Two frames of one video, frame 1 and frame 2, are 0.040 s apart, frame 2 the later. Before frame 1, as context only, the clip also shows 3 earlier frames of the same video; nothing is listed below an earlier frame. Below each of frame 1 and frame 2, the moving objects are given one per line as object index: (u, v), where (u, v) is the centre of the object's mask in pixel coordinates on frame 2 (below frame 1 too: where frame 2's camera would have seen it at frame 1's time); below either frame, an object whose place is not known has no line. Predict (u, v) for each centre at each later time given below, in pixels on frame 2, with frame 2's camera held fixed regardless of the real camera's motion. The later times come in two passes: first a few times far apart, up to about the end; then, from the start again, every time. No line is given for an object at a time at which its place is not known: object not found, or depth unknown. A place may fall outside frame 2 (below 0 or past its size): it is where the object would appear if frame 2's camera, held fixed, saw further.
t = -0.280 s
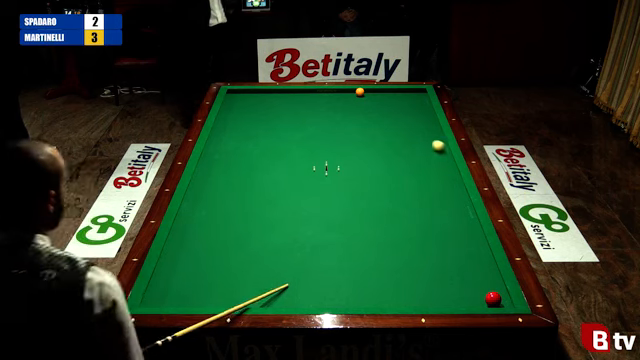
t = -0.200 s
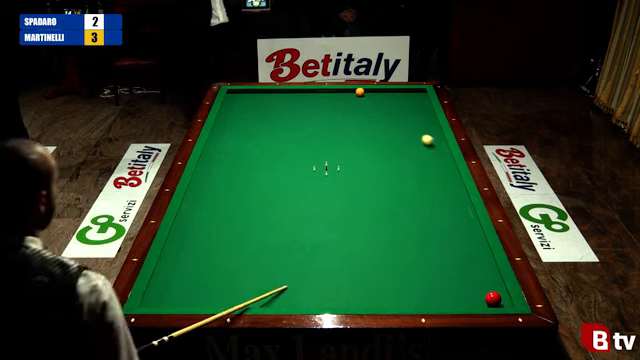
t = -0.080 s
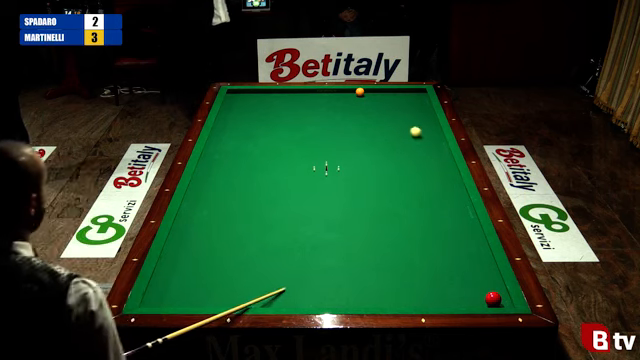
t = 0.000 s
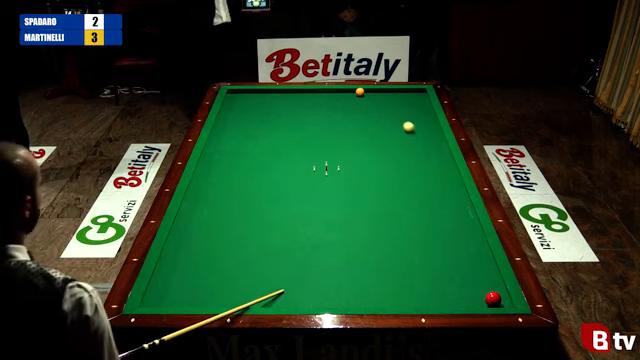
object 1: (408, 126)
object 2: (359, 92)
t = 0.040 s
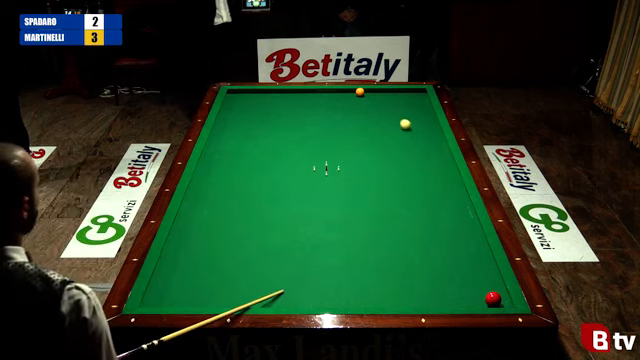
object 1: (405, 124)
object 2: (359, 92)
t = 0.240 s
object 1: (389, 112)
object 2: (359, 92)
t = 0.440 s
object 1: (375, 101)
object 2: (359, 92)
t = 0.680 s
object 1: (366, 93)
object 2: (354, 91)
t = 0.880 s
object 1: (367, 91)
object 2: (348, 96)
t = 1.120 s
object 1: (368, 91)
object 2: (342, 101)
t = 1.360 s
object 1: (369, 93)
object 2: (336, 107)
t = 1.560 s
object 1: (371, 95)
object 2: (330, 112)
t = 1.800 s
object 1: (372, 97)
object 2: (324, 118)
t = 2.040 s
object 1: (373, 98)
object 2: (316, 124)
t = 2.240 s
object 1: (374, 100)
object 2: (310, 129)
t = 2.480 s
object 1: (375, 102)
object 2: (303, 136)
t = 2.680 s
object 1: (376, 103)
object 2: (297, 141)
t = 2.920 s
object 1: (377, 104)
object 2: (289, 148)
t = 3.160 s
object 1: (379, 106)
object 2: (282, 155)
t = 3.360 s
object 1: (379, 107)
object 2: (275, 161)
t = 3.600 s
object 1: (380, 108)
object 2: (268, 168)
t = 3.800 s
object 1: (381, 109)
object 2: (261, 174)
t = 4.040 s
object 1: (382, 110)
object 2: (253, 181)
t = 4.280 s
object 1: (383, 111)
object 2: (245, 189)
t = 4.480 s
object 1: (383, 112)
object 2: (238, 195)
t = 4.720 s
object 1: (383, 112)
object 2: (230, 203)
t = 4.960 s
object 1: (384, 113)
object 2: (221, 210)
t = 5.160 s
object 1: (384, 114)
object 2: (214, 217)
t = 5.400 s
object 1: (385, 114)
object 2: (205, 224)
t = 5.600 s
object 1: (385, 114)
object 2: (198, 231)
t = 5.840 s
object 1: (386, 114)
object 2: (190, 239)
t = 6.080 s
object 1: (386, 114)
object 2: (181, 247)
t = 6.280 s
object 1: (386, 114)
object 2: (174, 254)
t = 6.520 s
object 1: (386, 114)
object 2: (165, 262)
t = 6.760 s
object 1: (386, 114)
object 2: (164, 269)
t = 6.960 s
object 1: (386, 114)
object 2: (164, 275)
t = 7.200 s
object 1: (386, 114)
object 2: (164, 282)
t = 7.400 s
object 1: (386, 114)
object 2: (165, 288)
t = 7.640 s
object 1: (386, 114)
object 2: (165, 295)
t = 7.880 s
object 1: (386, 115)
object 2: (165, 300)
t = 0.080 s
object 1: (402, 122)
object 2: (359, 92)
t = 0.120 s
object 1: (398, 119)
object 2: (359, 92)
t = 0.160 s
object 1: (395, 117)
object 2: (359, 92)
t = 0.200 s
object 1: (392, 114)
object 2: (359, 92)
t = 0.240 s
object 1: (389, 112)
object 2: (359, 92)
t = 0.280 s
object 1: (386, 110)
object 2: (359, 92)
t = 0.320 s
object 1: (383, 108)
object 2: (359, 92)
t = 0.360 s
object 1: (380, 106)
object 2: (359, 92)
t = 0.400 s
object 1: (377, 104)
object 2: (359, 92)
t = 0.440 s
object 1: (375, 101)
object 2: (359, 92)
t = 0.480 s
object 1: (372, 100)
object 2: (359, 92)
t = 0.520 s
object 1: (369, 97)
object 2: (359, 92)
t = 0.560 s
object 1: (367, 95)
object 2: (359, 92)
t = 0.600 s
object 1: (365, 94)
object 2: (358, 91)
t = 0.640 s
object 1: (365, 94)
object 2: (356, 90)
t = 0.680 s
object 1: (366, 93)
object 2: (354, 91)
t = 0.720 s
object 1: (366, 93)
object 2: (353, 92)
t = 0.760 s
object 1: (366, 92)
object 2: (352, 93)
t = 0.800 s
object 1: (366, 92)
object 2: (351, 94)
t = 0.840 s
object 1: (366, 91)
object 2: (349, 95)
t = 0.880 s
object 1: (367, 91)
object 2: (348, 96)
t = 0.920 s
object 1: (367, 90)
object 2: (347, 96)
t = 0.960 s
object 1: (367, 90)
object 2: (346, 98)
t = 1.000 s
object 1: (367, 90)
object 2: (345, 98)
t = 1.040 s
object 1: (367, 91)
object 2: (344, 99)
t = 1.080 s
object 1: (368, 91)
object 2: (343, 100)
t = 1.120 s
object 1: (368, 91)
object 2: (342, 101)
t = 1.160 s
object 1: (368, 92)
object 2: (341, 102)
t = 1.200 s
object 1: (368, 92)
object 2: (340, 103)
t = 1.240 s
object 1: (368, 92)
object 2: (339, 104)
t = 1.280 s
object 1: (369, 92)
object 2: (338, 105)
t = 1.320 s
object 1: (369, 93)
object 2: (337, 106)
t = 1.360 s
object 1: (369, 93)
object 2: (336, 107)
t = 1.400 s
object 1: (369, 93)
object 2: (334, 108)
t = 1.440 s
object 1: (370, 94)
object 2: (333, 109)
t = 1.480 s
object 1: (370, 94)
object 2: (332, 110)
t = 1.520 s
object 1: (370, 94)
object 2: (331, 111)
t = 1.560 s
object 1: (371, 95)
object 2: (330, 112)
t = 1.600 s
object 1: (370, 95)
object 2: (329, 113)
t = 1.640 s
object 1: (371, 96)
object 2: (328, 114)
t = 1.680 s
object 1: (371, 96)
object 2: (327, 115)
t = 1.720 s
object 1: (371, 96)
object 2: (326, 116)
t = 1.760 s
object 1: (372, 96)
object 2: (324, 117)
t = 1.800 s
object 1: (372, 97)
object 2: (324, 118)
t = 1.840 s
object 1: (372, 97)
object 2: (322, 119)
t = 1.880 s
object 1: (372, 97)
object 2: (321, 120)
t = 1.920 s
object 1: (372, 98)
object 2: (320, 121)
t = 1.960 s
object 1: (372, 98)
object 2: (319, 122)
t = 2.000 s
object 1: (373, 98)
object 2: (318, 123)
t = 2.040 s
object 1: (373, 98)
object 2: (316, 124)
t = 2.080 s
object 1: (373, 99)
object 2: (315, 126)
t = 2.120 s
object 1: (374, 99)
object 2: (314, 126)
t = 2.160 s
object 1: (374, 99)
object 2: (313, 128)
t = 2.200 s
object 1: (374, 100)
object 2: (311, 128)
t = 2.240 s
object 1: (374, 100)
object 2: (310, 129)
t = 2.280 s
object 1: (374, 100)
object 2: (309, 130)
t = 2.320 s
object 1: (375, 100)
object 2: (308, 132)
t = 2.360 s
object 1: (375, 101)
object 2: (307, 133)
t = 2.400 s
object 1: (375, 101)
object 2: (306, 134)
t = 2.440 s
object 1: (375, 101)
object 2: (304, 135)
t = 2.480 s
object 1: (375, 102)
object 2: (303, 136)
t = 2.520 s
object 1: (376, 102)
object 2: (302, 137)
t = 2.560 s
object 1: (376, 102)
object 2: (301, 138)
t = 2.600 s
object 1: (376, 102)
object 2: (300, 139)
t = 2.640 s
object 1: (376, 103)
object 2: (298, 140)
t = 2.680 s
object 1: (376, 103)
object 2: (297, 141)
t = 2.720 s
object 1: (377, 103)
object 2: (296, 143)
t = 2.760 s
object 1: (377, 103)
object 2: (294, 144)
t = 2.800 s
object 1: (377, 104)
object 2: (293, 145)
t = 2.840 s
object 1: (377, 104)
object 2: (292, 146)
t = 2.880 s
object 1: (377, 104)
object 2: (291, 147)
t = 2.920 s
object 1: (377, 104)
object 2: (289, 148)
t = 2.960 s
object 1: (378, 105)
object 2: (288, 150)
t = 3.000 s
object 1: (378, 105)
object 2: (287, 151)
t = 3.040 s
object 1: (378, 105)
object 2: (286, 152)
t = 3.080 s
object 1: (378, 105)
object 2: (285, 153)
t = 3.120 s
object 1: (378, 106)
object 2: (283, 154)
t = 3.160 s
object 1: (379, 106)
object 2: (282, 155)
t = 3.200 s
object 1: (379, 106)
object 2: (281, 156)
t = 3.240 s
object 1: (379, 106)
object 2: (279, 157)
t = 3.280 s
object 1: (379, 106)
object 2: (278, 159)
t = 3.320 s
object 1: (379, 107)
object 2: (277, 160)
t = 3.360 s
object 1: (379, 107)
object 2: (275, 161)
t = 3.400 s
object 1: (379, 107)
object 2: (274, 162)
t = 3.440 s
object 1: (380, 107)
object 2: (273, 163)
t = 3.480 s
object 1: (380, 107)
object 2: (272, 164)
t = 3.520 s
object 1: (380, 108)
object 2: (270, 166)
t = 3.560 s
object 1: (380, 108)
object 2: (269, 167)
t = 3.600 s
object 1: (380, 108)
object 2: (268, 168)
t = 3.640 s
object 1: (381, 108)
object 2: (266, 169)
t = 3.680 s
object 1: (381, 108)
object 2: (265, 170)
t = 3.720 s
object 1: (381, 109)
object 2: (264, 172)
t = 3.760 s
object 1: (381, 109)
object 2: (262, 173)
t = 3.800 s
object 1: (381, 109)
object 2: (261, 174)
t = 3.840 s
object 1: (381, 109)
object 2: (260, 175)
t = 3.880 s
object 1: (381, 109)
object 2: (258, 176)
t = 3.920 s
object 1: (381, 109)
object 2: (257, 177)
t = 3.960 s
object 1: (382, 110)
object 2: (256, 179)
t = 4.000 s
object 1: (382, 110)
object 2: (254, 180)
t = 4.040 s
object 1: (382, 110)
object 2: (253, 181)
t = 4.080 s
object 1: (382, 110)
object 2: (252, 183)
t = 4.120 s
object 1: (382, 110)
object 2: (250, 184)
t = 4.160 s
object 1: (382, 110)
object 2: (249, 185)
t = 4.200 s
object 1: (382, 111)
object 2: (248, 186)
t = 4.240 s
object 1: (383, 111)
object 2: (246, 187)
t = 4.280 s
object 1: (383, 111)
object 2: (245, 189)
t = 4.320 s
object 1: (383, 111)
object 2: (244, 190)
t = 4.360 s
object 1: (383, 111)
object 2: (242, 191)
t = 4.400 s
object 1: (383, 111)
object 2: (241, 192)
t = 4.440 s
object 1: (383, 111)
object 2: (239, 194)
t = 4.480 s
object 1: (383, 112)
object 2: (238, 195)
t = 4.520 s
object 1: (383, 112)
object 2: (236, 196)
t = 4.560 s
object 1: (383, 112)
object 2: (235, 197)
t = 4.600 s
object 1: (383, 112)
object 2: (234, 199)
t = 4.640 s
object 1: (383, 112)
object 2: (232, 200)
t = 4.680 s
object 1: (383, 112)
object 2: (231, 201)
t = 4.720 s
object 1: (383, 112)
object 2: (230, 203)
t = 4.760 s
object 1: (383, 112)
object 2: (228, 203)
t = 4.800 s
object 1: (383, 113)
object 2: (227, 205)
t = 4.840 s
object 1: (383, 113)
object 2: (225, 206)
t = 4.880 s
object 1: (383, 113)
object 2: (224, 208)
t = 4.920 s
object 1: (384, 113)
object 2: (222, 209)
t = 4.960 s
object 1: (384, 113)
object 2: (221, 210)
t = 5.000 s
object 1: (384, 113)
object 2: (219, 211)
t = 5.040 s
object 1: (384, 113)
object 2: (218, 213)
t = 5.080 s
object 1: (384, 113)
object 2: (217, 214)
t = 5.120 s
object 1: (384, 113)
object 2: (215, 215)
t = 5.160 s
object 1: (384, 114)
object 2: (214, 217)
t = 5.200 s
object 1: (384, 114)
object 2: (212, 218)
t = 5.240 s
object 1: (384, 114)
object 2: (211, 219)
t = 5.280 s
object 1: (384, 114)
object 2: (210, 220)
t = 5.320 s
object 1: (384, 114)
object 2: (208, 222)
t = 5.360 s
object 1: (385, 114)
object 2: (207, 223)
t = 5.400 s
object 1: (385, 114)
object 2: (205, 224)
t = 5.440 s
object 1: (385, 114)
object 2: (204, 226)
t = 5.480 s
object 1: (385, 114)
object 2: (202, 227)
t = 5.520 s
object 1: (385, 114)
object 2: (201, 228)
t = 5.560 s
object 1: (385, 114)
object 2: (199, 230)
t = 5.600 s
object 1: (385, 114)
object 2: (198, 231)
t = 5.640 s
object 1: (385, 114)
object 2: (196, 232)
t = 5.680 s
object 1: (385, 114)
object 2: (195, 233)
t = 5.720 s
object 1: (385, 114)
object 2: (194, 235)
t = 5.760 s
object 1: (385, 114)
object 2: (192, 236)
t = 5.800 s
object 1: (386, 114)
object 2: (191, 238)
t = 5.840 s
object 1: (386, 114)
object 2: (190, 239)
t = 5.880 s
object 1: (386, 114)
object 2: (188, 240)
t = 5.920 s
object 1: (386, 114)
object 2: (186, 241)
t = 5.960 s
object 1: (386, 114)
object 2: (185, 243)
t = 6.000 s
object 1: (386, 114)
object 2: (184, 244)
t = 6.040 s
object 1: (386, 114)
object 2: (182, 245)
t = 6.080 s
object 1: (386, 114)
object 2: (181, 247)
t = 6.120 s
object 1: (386, 114)
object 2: (179, 248)
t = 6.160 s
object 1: (386, 114)
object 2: (178, 250)
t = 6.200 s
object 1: (386, 114)
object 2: (177, 251)
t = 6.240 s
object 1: (386, 114)
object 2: (175, 252)
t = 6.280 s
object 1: (386, 114)
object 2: (174, 254)
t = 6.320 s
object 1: (386, 114)
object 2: (172, 255)
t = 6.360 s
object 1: (386, 114)
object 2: (171, 257)
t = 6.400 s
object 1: (386, 114)
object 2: (169, 258)
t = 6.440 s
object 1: (386, 114)
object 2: (168, 259)
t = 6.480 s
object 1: (386, 114)
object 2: (166, 261)
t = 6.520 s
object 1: (386, 114)
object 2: (165, 262)
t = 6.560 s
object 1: (386, 114)
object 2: (164, 263)
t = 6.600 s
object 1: (386, 114)
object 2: (164, 265)
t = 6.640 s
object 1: (386, 114)
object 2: (164, 266)
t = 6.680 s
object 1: (386, 114)
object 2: (164, 267)
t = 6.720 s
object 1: (386, 114)
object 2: (164, 268)
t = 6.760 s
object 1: (386, 114)
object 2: (164, 269)
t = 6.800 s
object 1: (386, 114)
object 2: (164, 271)
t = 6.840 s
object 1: (386, 114)
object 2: (164, 272)
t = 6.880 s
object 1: (386, 114)
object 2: (164, 273)
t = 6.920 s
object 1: (386, 114)
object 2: (164, 274)
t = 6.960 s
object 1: (386, 114)
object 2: (164, 275)
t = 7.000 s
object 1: (386, 114)
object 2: (164, 277)
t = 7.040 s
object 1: (386, 114)
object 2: (164, 278)
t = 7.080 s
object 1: (386, 114)
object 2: (164, 279)
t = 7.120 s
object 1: (386, 114)
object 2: (164, 280)
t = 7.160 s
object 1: (386, 114)
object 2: (164, 281)
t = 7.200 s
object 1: (386, 114)
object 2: (164, 282)
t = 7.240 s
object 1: (386, 114)
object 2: (164, 284)
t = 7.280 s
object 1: (386, 114)
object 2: (164, 285)
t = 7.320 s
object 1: (386, 114)
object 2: (164, 286)
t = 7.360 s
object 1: (386, 114)
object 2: (164, 287)
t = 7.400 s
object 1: (386, 114)
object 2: (165, 288)
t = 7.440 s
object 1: (386, 114)
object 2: (165, 289)
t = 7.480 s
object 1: (386, 114)
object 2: (165, 290)
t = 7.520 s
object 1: (386, 114)
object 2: (165, 291)
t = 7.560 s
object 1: (386, 114)
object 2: (165, 293)
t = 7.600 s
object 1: (386, 114)
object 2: (165, 294)
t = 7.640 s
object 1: (386, 114)
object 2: (165, 295)
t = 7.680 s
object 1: (386, 114)
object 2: (165, 296)
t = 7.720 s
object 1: (386, 114)
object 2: (165, 297)
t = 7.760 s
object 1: (386, 114)
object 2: (165, 298)
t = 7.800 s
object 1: (386, 114)
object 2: (165, 298)
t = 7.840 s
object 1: (386, 115)
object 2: (165, 299)
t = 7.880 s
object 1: (386, 115)
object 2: (165, 300)
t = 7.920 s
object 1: (386, 115)
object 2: (165, 301)
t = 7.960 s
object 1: (386, 115)
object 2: (165, 302)
